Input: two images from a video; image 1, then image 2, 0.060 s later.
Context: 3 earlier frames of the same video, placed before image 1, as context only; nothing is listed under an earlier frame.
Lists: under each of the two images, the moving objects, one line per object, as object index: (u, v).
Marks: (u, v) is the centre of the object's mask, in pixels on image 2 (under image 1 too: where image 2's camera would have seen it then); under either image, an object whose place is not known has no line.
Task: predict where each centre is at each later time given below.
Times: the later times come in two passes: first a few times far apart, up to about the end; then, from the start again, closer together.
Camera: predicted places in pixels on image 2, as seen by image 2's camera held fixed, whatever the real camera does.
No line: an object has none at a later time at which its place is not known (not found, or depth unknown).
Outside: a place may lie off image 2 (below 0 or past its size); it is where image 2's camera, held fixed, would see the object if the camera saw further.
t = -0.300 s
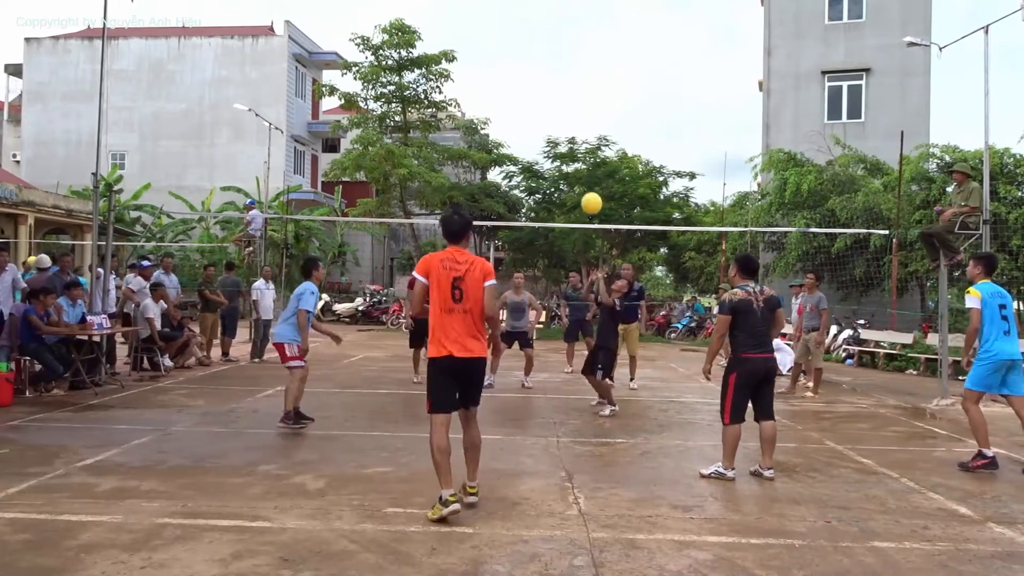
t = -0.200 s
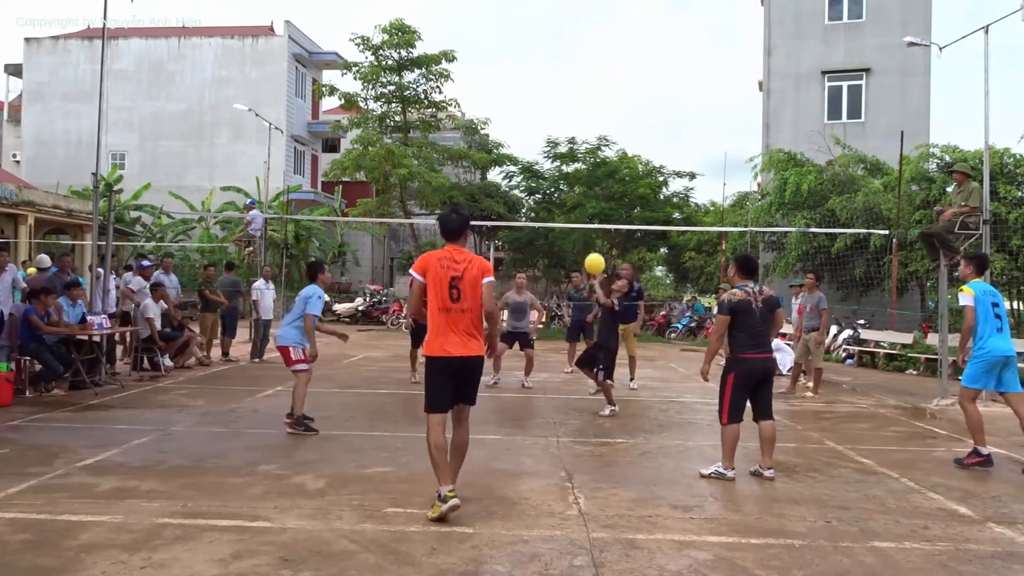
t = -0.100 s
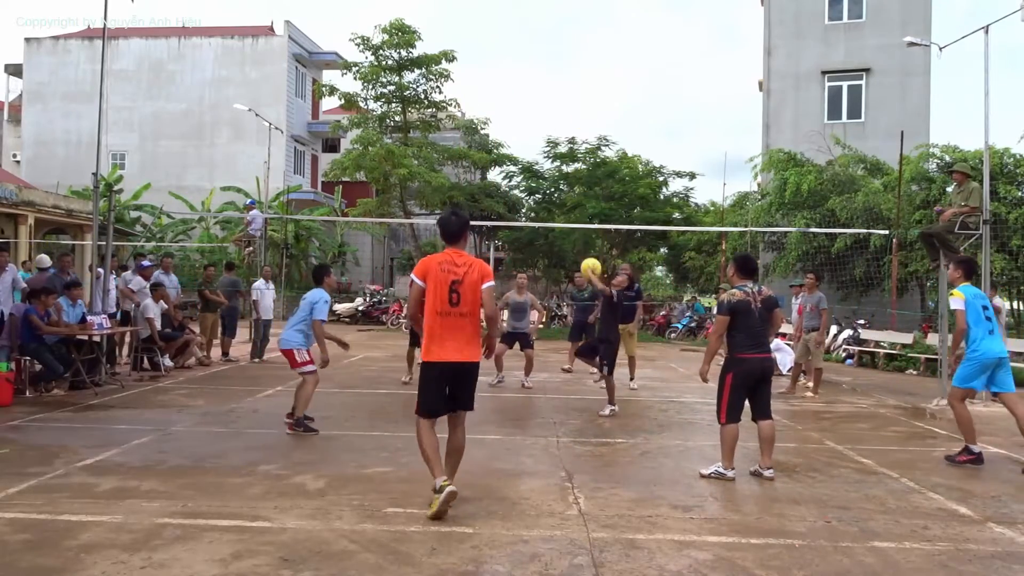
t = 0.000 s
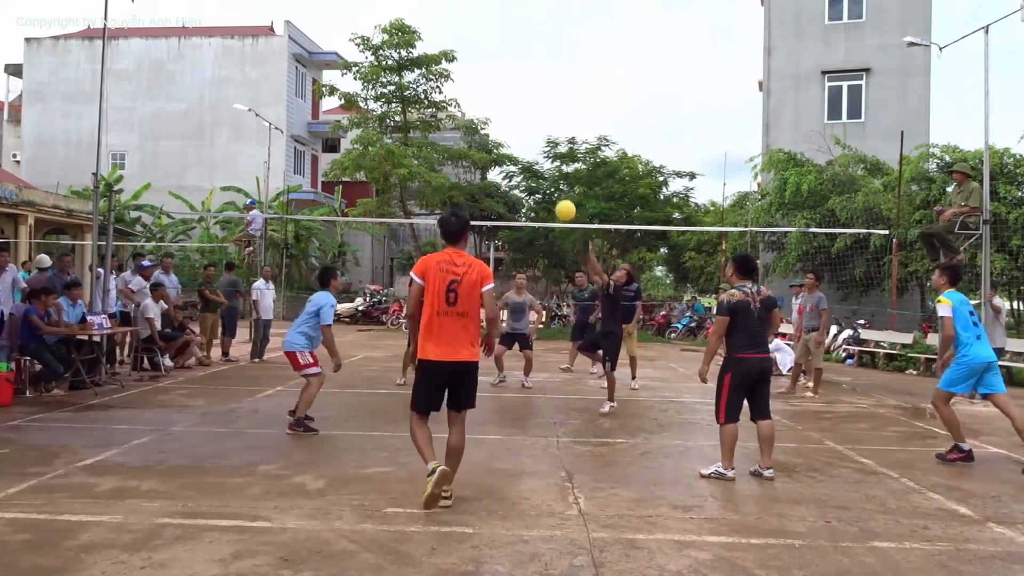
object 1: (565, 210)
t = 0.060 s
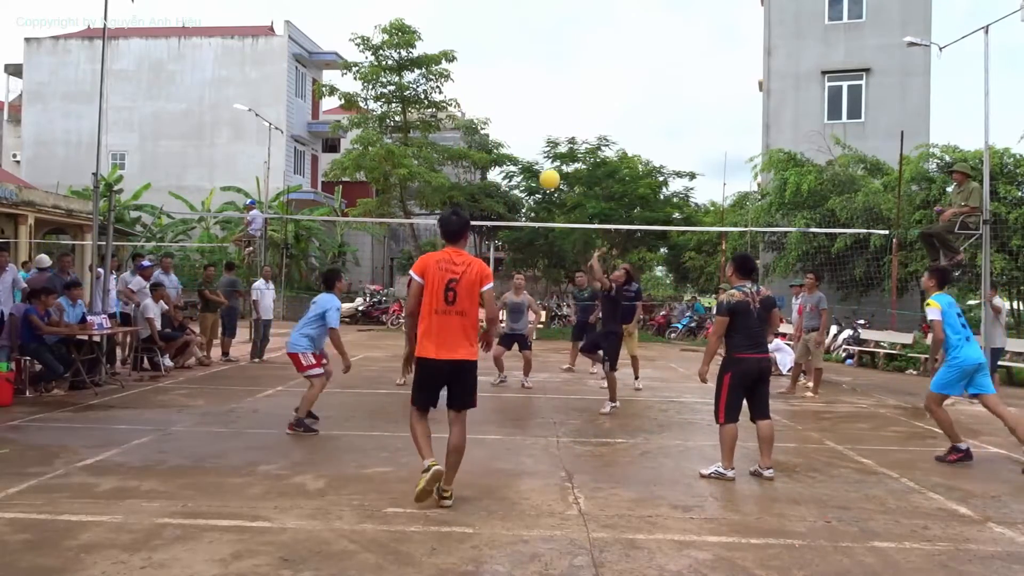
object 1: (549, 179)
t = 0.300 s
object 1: (489, 90)
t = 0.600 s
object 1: (415, 53)
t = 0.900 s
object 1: (344, 95)
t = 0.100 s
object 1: (539, 161)
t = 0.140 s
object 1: (529, 144)
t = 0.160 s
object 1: (524, 136)
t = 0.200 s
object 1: (514, 120)
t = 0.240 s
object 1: (504, 107)
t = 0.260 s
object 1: (498, 101)
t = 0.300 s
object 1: (489, 90)
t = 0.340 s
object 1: (479, 80)
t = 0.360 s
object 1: (474, 76)
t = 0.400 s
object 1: (464, 69)
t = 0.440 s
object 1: (454, 62)
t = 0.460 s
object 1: (449, 60)
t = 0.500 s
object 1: (439, 57)
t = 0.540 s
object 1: (430, 55)
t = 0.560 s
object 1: (425, 54)
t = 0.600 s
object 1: (415, 53)
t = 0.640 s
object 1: (406, 54)
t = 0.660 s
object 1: (401, 56)
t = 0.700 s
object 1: (391, 59)
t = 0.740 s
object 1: (382, 63)
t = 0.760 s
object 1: (377, 66)
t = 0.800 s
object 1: (367, 72)
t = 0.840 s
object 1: (358, 80)
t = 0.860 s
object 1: (353, 85)
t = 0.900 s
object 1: (344, 95)
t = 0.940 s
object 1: (334, 106)
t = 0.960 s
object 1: (330, 113)
